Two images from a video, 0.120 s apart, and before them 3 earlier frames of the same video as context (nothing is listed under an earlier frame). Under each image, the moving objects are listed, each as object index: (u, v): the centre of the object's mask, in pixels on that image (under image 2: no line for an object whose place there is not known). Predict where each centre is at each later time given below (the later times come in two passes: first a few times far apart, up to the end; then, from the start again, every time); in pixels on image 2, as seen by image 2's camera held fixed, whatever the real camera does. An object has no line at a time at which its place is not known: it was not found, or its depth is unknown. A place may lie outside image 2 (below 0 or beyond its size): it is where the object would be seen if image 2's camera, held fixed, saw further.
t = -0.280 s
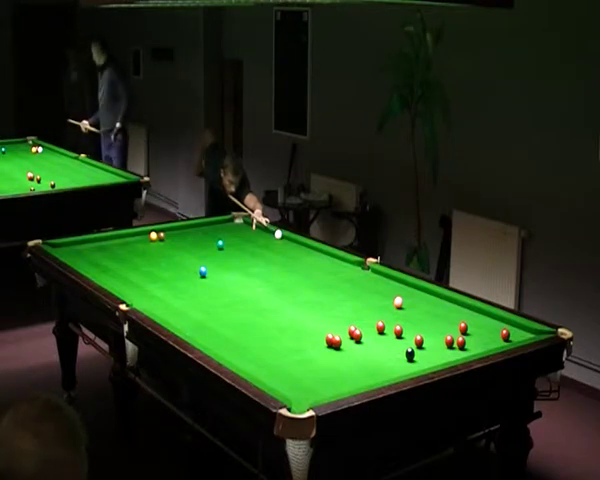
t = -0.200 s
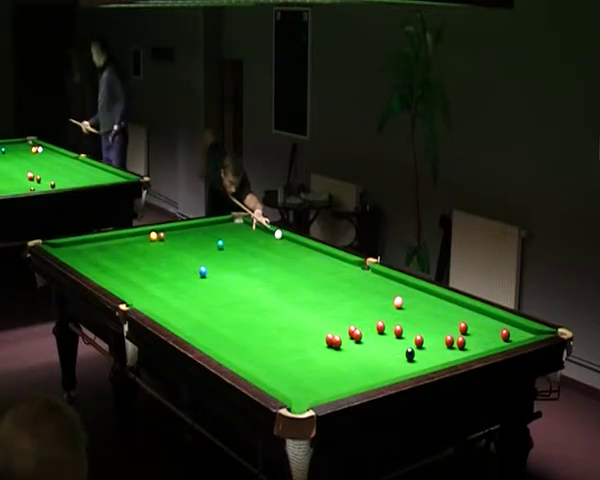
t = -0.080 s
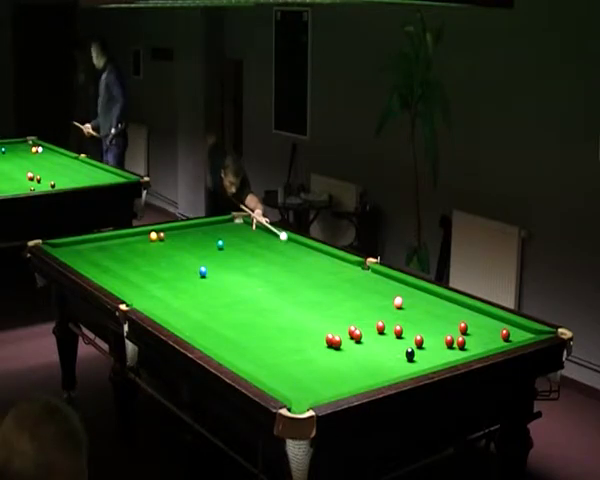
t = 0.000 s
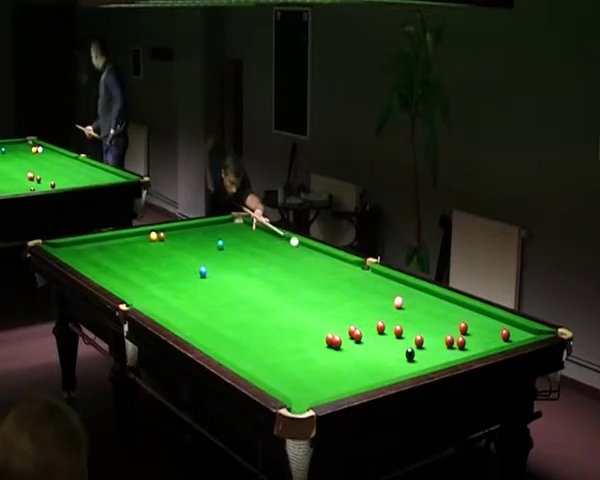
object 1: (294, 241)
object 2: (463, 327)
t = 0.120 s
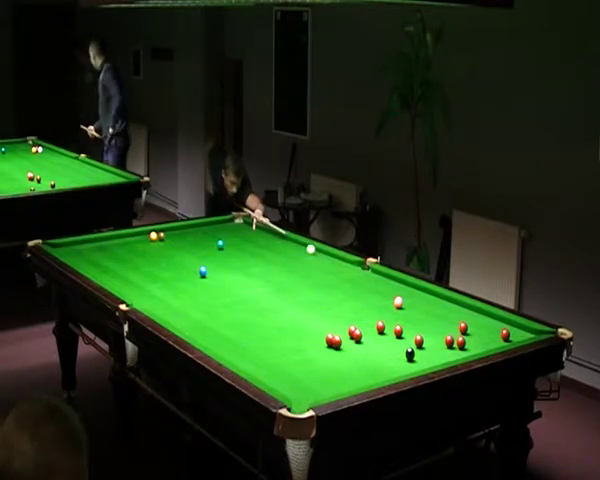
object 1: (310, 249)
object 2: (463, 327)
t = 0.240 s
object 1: (328, 257)
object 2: (463, 327)
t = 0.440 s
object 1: (359, 272)
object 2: (463, 327)
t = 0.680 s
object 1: (401, 291)
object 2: (463, 327)
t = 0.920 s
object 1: (448, 313)
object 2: (463, 327)
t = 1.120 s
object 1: (491, 333)
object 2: (463, 327)
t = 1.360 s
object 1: (478, 331)
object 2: (463, 327)
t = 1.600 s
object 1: (468, 326)
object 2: (435, 320)
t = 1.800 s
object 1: (462, 323)
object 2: (413, 314)
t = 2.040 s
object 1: (456, 319)
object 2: (389, 308)
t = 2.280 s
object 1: (451, 316)
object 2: (366, 302)
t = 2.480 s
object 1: (447, 314)
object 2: (349, 297)
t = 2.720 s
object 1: (442, 311)
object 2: (329, 292)
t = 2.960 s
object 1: (438, 309)
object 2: (311, 287)
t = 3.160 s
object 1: (435, 308)
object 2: (297, 284)
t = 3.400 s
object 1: (432, 306)
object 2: (280, 279)
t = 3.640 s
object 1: (430, 305)
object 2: (266, 275)
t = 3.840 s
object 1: (428, 304)
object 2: (254, 272)
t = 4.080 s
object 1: (426, 303)
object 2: (241, 269)
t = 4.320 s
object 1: (425, 303)
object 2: (229, 265)
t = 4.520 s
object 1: (424, 303)
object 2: (219, 263)
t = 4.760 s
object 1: (424, 303)
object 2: (208, 260)
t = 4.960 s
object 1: (424, 303)
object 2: (200, 258)
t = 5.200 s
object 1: (424, 303)
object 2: (191, 256)
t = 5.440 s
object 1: (424, 303)
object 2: (183, 253)
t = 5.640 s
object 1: (424, 303)
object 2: (176, 252)
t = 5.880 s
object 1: (424, 303)
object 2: (169, 250)
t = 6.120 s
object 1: (424, 303)
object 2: (163, 248)
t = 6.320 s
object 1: (424, 303)
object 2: (157, 247)
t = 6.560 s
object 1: (424, 303)
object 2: (153, 245)
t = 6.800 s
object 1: (424, 303)
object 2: (148, 244)
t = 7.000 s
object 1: (424, 303)
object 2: (145, 243)
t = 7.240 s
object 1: (424, 303)
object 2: (142, 241)
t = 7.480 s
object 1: (424, 303)
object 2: (139, 241)
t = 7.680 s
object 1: (424, 303)
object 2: (137, 240)
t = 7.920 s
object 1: (424, 303)
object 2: (136, 239)
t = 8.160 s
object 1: (424, 303)
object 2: (134, 238)
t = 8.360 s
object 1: (425, 303)
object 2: (134, 238)
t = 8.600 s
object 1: (424, 303)
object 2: (133, 238)
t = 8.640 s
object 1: (424, 303)
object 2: (133, 238)
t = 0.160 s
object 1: (316, 251)
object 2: (463, 327)
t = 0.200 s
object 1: (322, 254)
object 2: (463, 327)
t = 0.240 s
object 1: (328, 257)
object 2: (463, 327)
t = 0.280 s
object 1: (334, 259)
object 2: (463, 327)
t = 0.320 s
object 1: (340, 263)
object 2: (463, 327)
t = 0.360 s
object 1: (346, 266)
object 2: (463, 327)
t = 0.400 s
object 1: (353, 269)
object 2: (463, 327)
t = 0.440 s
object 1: (359, 272)
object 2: (463, 327)
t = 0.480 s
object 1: (366, 275)
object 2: (463, 327)
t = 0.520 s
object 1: (372, 278)
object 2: (463, 327)
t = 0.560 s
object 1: (379, 281)
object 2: (463, 327)
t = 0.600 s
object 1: (386, 284)
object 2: (463, 327)
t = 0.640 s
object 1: (394, 287)
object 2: (463, 327)
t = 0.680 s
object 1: (401, 291)
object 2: (463, 327)
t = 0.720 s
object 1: (408, 294)
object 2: (463, 327)
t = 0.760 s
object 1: (416, 298)
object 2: (463, 327)
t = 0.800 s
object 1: (424, 301)
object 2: (463, 327)
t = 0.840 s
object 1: (432, 305)
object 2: (463, 327)
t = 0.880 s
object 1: (439, 309)
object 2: (463, 327)
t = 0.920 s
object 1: (448, 313)
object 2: (463, 327)
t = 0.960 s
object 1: (456, 316)
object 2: (463, 327)
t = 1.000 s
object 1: (465, 319)
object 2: (463, 327)
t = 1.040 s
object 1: (473, 325)
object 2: (463, 327)
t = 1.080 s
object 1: (482, 328)
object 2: (463, 327)
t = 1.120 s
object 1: (491, 333)
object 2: (463, 327)
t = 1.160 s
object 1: (500, 337)
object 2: (463, 327)
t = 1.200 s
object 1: (510, 340)
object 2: (463, 327)
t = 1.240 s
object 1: (503, 339)
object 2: (463, 327)
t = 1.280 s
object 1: (495, 337)
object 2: (463, 327)
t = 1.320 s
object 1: (486, 334)
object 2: (463, 327)
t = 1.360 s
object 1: (478, 331)
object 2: (463, 327)
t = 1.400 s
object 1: (471, 329)
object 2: (462, 327)
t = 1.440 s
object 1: (471, 328)
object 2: (456, 325)
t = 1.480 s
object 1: (471, 328)
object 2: (450, 324)
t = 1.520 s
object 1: (470, 328)
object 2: (444, 322)
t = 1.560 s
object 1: (469, 327)
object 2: (439, 321)
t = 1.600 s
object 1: (468, 326)
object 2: (435, 320)
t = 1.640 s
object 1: (466, 326)
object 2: (430, 319)
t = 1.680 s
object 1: (465, 325)
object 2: (426, 318)
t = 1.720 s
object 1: (464, 324)
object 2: (422, 317)
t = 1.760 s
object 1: (463, 323)
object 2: (417, 315)
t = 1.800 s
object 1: (462, 323)
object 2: (413, 314)
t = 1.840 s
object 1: (461, 322)
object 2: (409, 313)
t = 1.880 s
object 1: (460, 322)
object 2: (405, 312)
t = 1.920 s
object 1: (459, 321)
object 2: (401, 311)
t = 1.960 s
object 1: (458, 320)
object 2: (397, 310)
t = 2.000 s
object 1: (457, 320)
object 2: (393, 309)
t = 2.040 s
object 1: (456, 319)
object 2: (389, 308)
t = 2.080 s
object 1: (455, 319)
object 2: (385, 307)
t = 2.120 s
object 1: (454, 318)
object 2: (381, 306)
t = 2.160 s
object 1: (453, 318)
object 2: (378, 305)
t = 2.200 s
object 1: (453, 317)
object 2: (374, 304)
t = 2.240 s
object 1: (452, 316)
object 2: (370, 303)
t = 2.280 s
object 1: (451, 316)
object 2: (366, 302)
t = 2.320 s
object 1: (450, 316)
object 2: (363, 301)
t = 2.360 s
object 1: (449, 315)
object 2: (360, 300)
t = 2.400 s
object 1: (448, 314)
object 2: (356, 299)
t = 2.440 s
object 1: (447, 314)
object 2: (352, 298)
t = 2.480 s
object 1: (447, 314)
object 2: (349, 297)
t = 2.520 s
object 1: (446, 313)
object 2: (346, 297)
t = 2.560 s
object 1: (445, 313)
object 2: (342, 296)
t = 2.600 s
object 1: (444, 313)
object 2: (339, 295)
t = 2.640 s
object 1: (444, 312)
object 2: (336, 294)
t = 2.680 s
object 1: (443, 312)
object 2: (333, 293)
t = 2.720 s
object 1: (442, 311)
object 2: (329, 292)
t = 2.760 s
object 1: (442, 311)
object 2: (326, 291)
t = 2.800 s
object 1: (441, 311)
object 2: (323, 291)
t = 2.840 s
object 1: (440, 310)
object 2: (320, 290)
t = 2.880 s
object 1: (440, 310)
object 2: (317, 289)
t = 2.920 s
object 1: (439, 309)
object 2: (314, 288)
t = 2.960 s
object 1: (438, 309)
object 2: (311, 287)
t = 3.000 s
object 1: (438, 309)
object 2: (308, 286)
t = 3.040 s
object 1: (437, 309)
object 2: (305, 285)
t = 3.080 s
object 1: (436, 308)
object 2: (302, 285)
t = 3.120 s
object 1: (436, 308)
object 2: (300, 284)
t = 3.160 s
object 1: (435, 308)
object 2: (297, 284)
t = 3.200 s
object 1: (435, 307)
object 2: (294, 283)
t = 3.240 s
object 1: (434, 307)
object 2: (291, 282)
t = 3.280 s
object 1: (434, 307)
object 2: (289, 282)
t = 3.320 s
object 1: (433, 307)
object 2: (286, 280)
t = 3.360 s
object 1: (433, 306)
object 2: (283, 280)
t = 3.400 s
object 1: (432, 306)
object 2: (280, 279)
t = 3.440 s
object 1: (432, 306)
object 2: (278, 278)
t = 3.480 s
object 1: (431, 306)
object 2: (276, 278)
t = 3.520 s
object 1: (431, 305)
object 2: (273, 277)
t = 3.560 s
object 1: (431, 305)
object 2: (271, 277)
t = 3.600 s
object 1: (430, 305)
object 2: (268, 276)
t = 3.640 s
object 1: (430, 305)
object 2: (266, 275)
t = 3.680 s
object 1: (429, 305)
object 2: (263, 274)
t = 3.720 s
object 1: (429, 305)
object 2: (261, 274)
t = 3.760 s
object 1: (429, 305)
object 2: (259, 273)
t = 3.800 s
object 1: (428, 304)
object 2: (257, 272)
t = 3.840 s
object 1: (428, 304)
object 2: (254, 272)
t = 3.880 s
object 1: (428, 304)
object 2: (252, 271)
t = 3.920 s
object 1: (428, 304)
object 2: (249, 271)
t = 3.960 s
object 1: (427, 304)
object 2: (248, 270)
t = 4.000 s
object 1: (427, 304)
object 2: (245, 270)
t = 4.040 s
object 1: (427, 304)
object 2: (243, 269)
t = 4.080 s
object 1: (426, 303)
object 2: (241, 269)
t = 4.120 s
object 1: (426, 303)
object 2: (239, 268)
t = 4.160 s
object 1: (426, 303)
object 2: (236, 267)
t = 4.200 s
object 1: (426, 303)
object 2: (235, 267)
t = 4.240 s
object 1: (426, 303)
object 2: (233, 267)
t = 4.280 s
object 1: (425, 303)
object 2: (230, 266)
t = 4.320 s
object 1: (425, 303)
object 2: (229, 265)
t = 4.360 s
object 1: (425, 303)
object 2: (227, 265)
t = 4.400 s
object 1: (425, 303)
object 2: (225, 265)
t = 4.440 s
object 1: (425, 303)
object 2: (223, 264)
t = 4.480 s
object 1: (424, 303)
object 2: (221, 264)
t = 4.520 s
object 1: (424, 303)
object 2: (219, 263)
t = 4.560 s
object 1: (424, 303)
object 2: (217, 263)
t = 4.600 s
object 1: (424, 303)
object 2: (216, 262)
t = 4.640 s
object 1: (424, 303)
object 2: (213, 261)
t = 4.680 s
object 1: (424, 303)
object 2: (212, 261)
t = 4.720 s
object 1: (424, 303)
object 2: (210, 260)
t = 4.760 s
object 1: (424, 303)
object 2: (208, 260)
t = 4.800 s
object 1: (424, 303)
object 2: (207, 260)
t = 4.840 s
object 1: (424, 303)
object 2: (205, 259)
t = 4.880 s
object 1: (424, 303)
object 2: (203, 259)
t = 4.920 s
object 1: (424, 303)
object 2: (202, 258)
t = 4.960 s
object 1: (424, 303)
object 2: (200, 258)
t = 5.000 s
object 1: (424, 303)
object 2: (198, 257)
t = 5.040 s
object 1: (424, 303)
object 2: (197, 257)
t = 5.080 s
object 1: (424, 303)
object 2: (195, 257)
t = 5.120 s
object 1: (424, 303)
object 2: (194, 257)
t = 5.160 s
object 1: (424, 303)
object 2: (192, 256)
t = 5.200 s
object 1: (424, 303)
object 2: (191, 256)
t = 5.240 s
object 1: (424, 303)
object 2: (190, 255)
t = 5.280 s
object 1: (424, 303)
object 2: (188, 255)
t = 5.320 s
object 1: (424, 303)
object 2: (187, 255)
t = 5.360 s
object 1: (424, 303)
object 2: (185, 254)
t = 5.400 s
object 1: (424, 303)
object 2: (184, 254)
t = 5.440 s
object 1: (424, 303)
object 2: (183, 253)
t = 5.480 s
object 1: (424, 303)
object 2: (182, 253)
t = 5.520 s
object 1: (424, 303)
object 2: (180, 253)
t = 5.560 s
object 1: (424, 303)
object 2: (179, 253)
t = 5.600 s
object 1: (424, 303)
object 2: (177, 252)
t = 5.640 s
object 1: (424, 303)
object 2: (176, 252)
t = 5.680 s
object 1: (424, 303)
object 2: (175, 252)
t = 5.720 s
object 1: (424, 303)
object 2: (174, 252)
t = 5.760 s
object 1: (424, 303)
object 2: (172, 251)
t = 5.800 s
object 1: (424, 303)
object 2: (171, 251)
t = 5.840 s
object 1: (424, 303)
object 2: (170, 251)
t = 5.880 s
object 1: (424, 303)
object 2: (169, 250)
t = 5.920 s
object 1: (424, 303)
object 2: (168, 250)
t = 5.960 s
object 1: (424, 303)
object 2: (167, 249)
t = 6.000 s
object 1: (424, 303)
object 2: (166, 249)
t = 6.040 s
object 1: (424, 303)
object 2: (165, 249)
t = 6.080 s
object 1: (424, 303)
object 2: (164, 249)
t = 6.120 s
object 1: (424, 303)
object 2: (163, 248)
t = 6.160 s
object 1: (424, 303)
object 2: (161, 248)
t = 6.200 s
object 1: (424, 303)
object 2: (160, 247)
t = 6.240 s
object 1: (424, 303)
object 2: (160, 247)
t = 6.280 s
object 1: (424, 303)
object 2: (159, 247)
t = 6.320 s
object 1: (424, 303)
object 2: (157, 247)
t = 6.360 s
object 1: (424, 303)
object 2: (157, 246)
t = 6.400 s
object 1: (424, 303)
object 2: (156, 246)
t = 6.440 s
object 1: (424, 303)
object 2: (155, 246)
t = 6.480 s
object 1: (424, 303)
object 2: (154, 245)
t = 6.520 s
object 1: (424, 303)
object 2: (154, 245)
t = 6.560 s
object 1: (424, 303)
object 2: (153, 245)
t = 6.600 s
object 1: (424, 303)
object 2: (152, 245)
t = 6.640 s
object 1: (424, 303)
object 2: (151, 245)
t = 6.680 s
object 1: (424, 303)
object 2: (150, 244)
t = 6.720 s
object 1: (424, 303)
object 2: (150, 244)
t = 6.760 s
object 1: (424, 303)
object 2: (149, 244)
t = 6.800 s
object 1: (424, 303)
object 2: (148, 244)
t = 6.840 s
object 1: (424, 303)
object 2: (148, 244)
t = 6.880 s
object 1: (424, 303)
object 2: (147, 244)
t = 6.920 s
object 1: (424, 303)
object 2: (147, 243)
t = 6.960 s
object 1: (424, 303)
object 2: (146, 243)
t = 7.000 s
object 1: (424, 303)
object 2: (145, 243)
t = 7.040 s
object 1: (424, 303)
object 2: (144, 243)
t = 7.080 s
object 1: (424, 303)
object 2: (144, 242)
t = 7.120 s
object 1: (424, 303)
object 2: (143, 242)
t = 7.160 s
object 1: (424, 303)
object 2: (143, 242)
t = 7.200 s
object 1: (424, 303)
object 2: (143, 242)
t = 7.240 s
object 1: (424, 303)
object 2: (142, 241)
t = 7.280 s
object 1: (424, 303)
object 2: (141, 241)
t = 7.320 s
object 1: (424, 303)
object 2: (141, 241)
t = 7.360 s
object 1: (424, 303)
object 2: (141, 241)
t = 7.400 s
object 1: (424, 303)
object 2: (141, 241)
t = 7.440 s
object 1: (424, 303)
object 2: (139, 241)
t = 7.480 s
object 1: (424, 303)
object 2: (139, 241)
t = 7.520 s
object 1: (424, 303)
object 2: (139, 240)
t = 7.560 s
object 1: (424, 303)
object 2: (138, 240)
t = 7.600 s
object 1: (424, 303)
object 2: (138, 240)
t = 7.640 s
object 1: (424, 303)
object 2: (138, 240)
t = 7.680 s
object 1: (424, 303)
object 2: (137, 240)
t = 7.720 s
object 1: (424, 303)
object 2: (137, 240)
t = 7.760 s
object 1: (424, 303)
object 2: (137, 240)
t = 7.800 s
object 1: (424, 303)
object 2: (136, 239)
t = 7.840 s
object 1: (424, 303)
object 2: (136, 239)
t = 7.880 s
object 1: (424, 303)
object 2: (136, 239)
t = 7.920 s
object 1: (424, 303)
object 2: (136, 239)
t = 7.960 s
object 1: (424, 303)
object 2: (135, 239)
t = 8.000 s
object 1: (424, 303)
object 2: (135, 239)
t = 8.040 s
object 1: (424, 303)
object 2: (135, 239)
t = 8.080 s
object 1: (424, 303)
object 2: (135, 238)
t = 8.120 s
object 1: (424, 303)
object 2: (134, 238)
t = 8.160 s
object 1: (424, 303)
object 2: (134, 238)
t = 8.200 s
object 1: (424, 303)
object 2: (134, 238)
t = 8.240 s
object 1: (424, 303)
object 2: (134, 238)
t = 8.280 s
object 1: (424, 303)
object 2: (134, 238)
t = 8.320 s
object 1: (424, 303)
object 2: (134, 238)
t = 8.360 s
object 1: (425, 303)
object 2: (134, 238)
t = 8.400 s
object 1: (425, 303)
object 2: (133, 238)
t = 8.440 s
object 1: (425, 303)
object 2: (134, 238)
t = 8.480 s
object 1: (425, 303)
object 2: (133, 238)
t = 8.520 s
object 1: (425, 303)
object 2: (133, 238)
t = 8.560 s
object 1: (424, 303)
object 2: (133, 238)
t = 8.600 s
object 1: (424, 303)
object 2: (133, 238)
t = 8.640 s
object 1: (424, 303)
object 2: (133, 238)
